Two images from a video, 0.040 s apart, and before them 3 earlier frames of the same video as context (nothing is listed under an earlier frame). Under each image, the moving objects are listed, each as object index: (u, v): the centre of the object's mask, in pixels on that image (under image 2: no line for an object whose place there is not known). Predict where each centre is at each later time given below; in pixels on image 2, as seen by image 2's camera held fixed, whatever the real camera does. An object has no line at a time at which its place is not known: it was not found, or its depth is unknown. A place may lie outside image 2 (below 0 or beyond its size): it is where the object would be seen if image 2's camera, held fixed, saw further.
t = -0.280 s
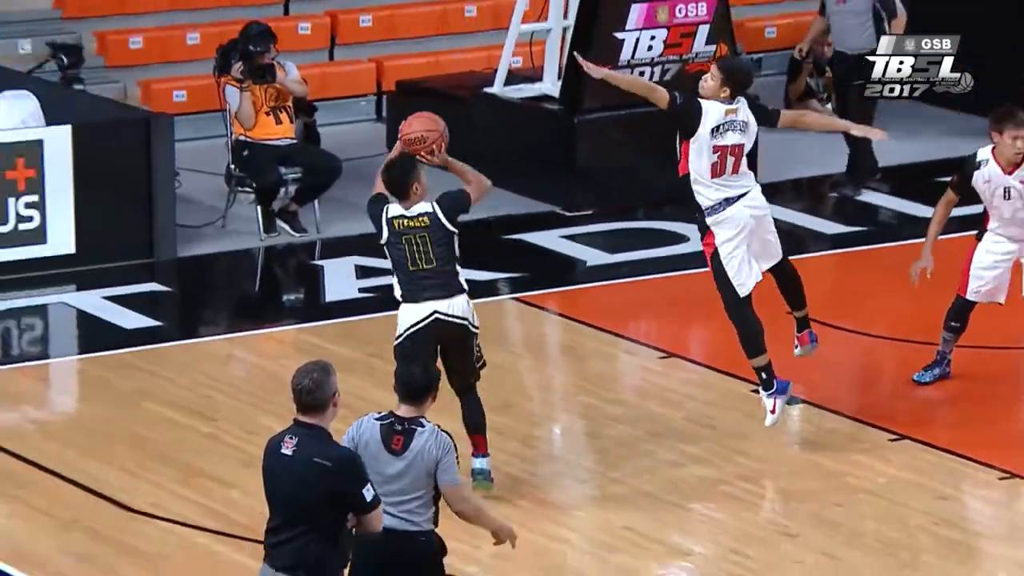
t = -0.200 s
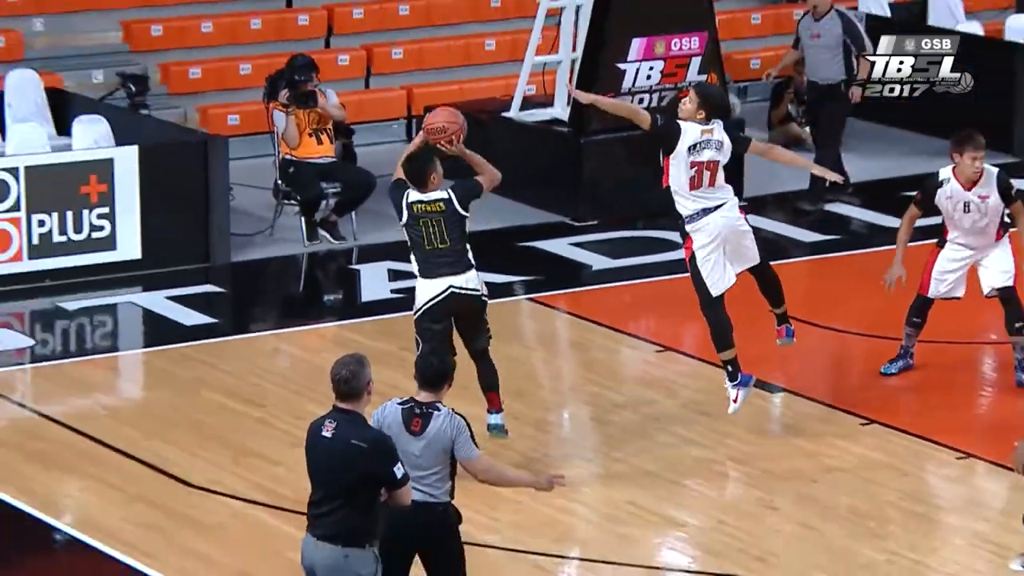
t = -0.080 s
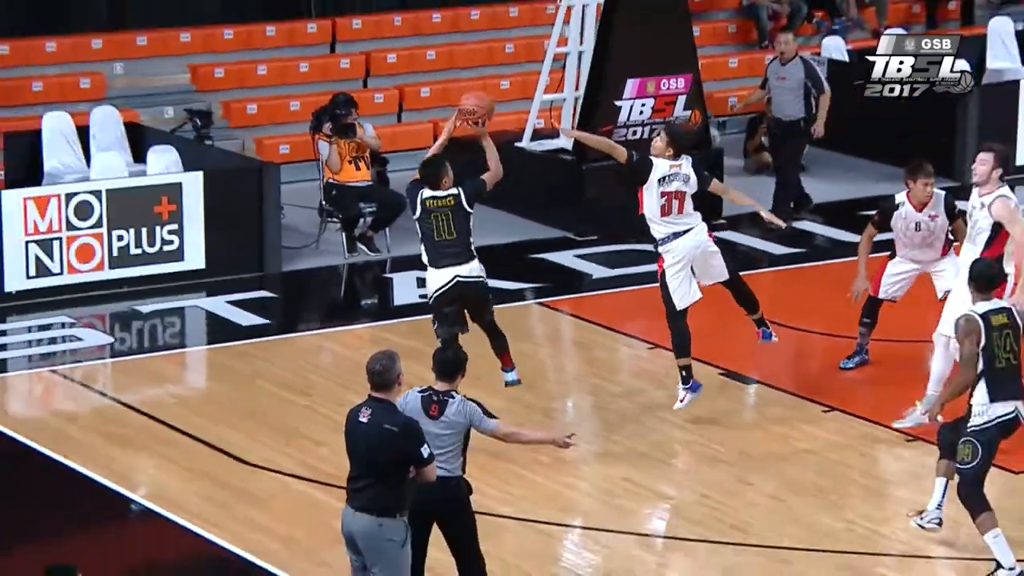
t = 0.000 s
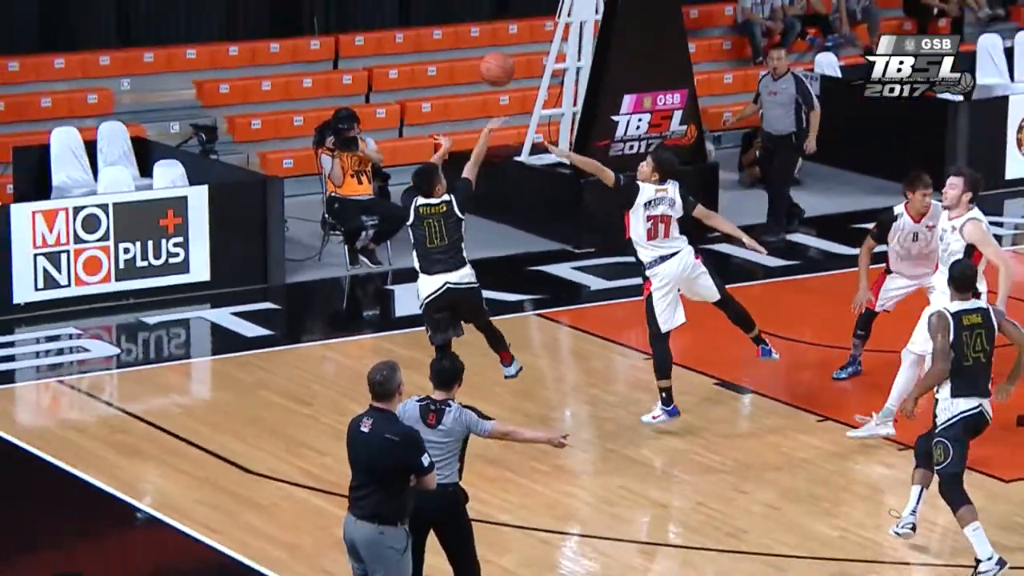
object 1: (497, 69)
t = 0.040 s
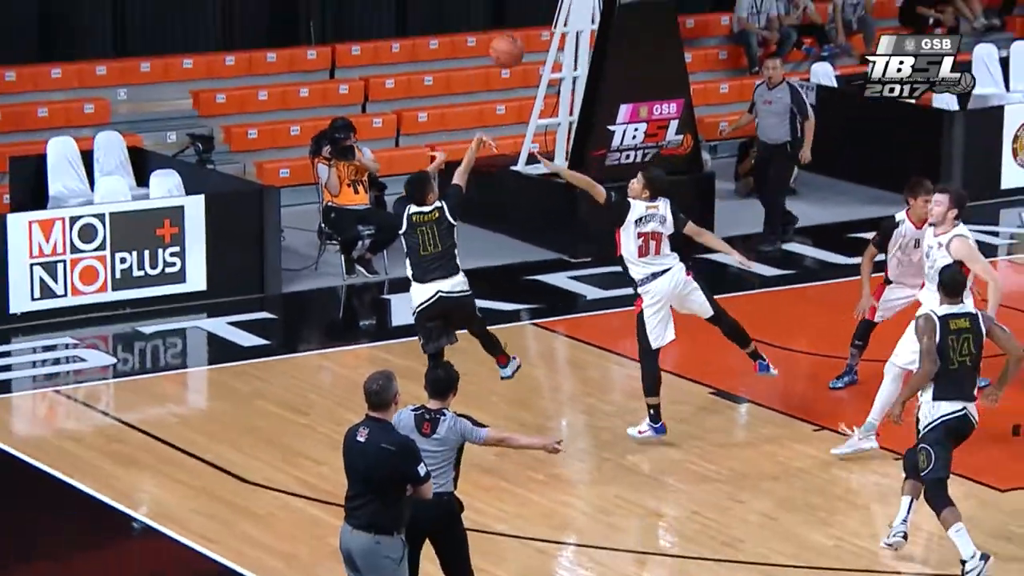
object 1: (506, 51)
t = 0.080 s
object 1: (518, 25)
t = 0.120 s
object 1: (531, 0)
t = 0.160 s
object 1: (544, -25)
